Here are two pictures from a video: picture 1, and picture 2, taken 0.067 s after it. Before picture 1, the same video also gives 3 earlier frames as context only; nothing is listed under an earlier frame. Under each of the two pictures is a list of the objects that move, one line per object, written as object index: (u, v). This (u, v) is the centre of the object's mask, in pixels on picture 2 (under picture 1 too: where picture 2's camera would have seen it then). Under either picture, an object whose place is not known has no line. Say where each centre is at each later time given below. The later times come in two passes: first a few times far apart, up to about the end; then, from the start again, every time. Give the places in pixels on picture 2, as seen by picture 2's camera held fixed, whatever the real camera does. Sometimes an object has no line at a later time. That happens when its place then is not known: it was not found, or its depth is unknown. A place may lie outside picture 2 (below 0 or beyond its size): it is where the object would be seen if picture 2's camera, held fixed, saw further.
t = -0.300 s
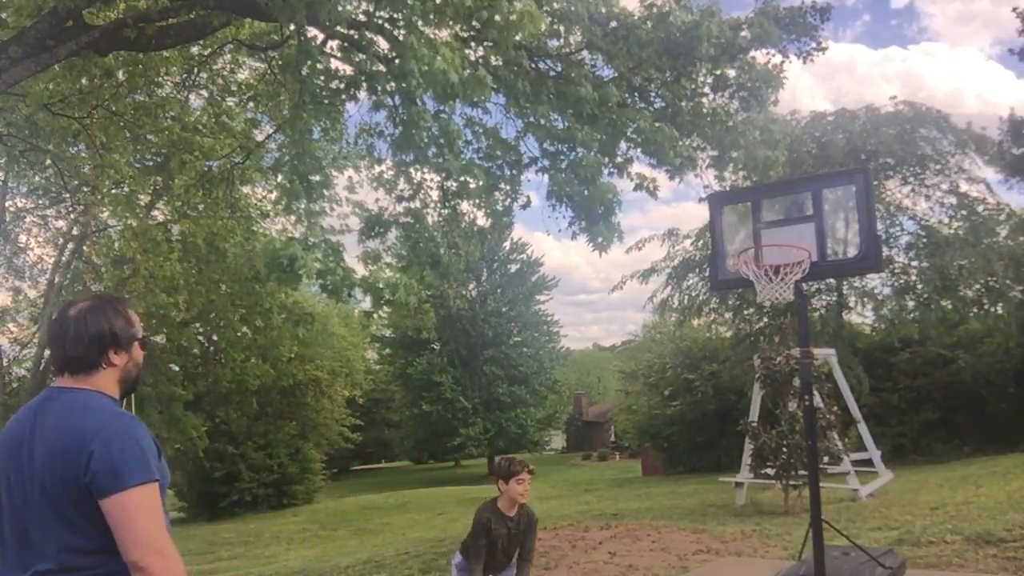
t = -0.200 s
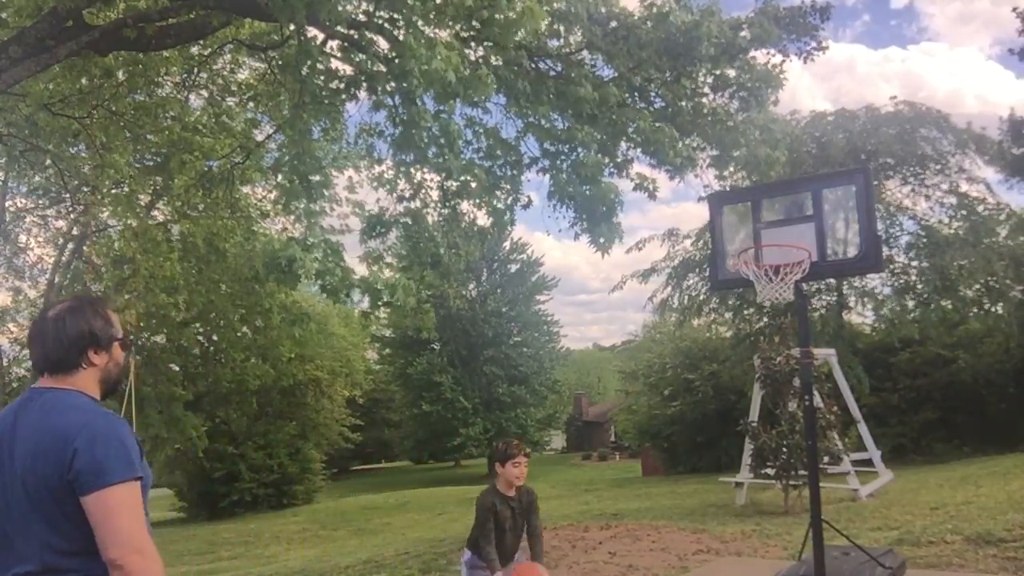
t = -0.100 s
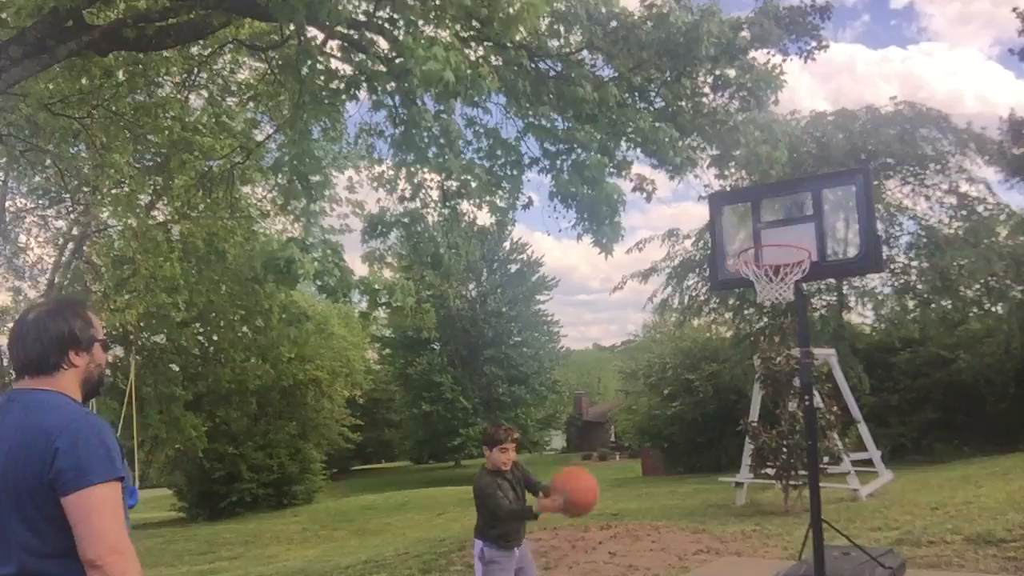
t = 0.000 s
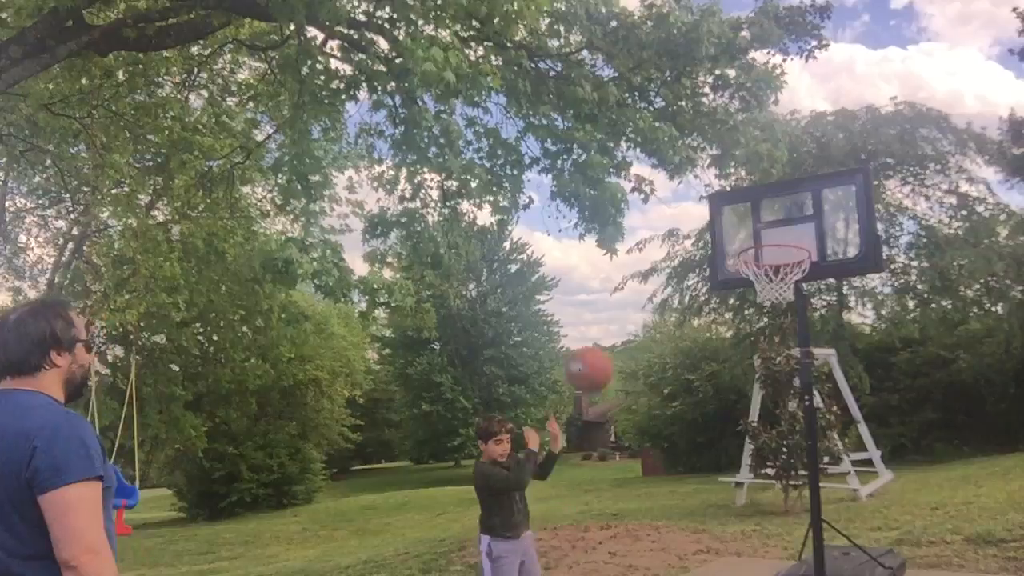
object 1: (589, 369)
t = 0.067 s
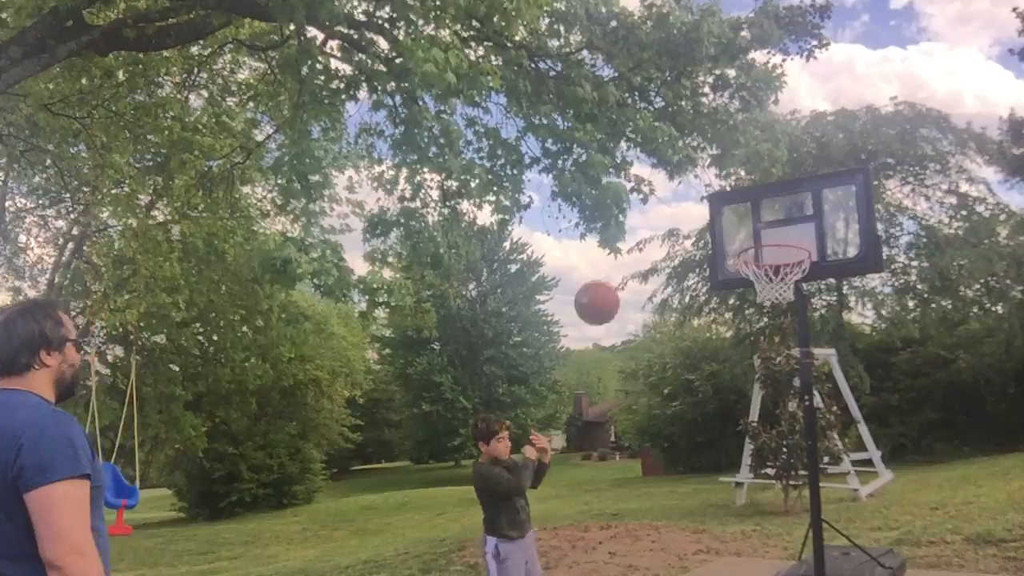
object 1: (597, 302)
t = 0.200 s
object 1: (612, 203)
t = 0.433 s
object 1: (636, 120)
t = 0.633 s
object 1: (658, 117)
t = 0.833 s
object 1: (679, 173)
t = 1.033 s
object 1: (702, 278)
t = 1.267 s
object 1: (727, 459)
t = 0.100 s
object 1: (601, 274)
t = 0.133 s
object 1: (605, 247)
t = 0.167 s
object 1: (608, 224)
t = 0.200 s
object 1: (612, 203)
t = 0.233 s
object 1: (616, 186)
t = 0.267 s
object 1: (619, 169)
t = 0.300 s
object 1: (623, 154)
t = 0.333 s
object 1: (626, 142)
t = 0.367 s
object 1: (629, 132)
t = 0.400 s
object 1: (633, 124)
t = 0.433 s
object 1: (636, 120)
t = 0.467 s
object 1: (640, 113)
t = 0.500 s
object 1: (643, 111)
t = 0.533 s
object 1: (647, 110)
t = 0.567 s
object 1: (651, 111)
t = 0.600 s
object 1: (654, 113)
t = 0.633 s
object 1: (658, 117)
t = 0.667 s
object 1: (661, 123)
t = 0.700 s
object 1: (666, 129)
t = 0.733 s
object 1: (668, 138)
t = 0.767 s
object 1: (672, 148)
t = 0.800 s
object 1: (675, 160)
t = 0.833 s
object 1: (679, 173)
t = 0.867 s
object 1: (683, 188)
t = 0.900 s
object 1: (687, 203)
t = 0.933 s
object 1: (691, 221)
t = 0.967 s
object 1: (694, 238)
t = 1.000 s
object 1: (698, 258)
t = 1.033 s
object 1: (702, 278)
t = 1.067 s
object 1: (705, 300)
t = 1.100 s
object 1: (710, 324)
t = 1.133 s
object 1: (713, 348)
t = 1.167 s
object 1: (717, 374)
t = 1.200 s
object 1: (721, 402)
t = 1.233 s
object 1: (724, 430)
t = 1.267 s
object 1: (727, 459)
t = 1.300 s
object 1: (733, 490)
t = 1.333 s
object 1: (737, 523)
